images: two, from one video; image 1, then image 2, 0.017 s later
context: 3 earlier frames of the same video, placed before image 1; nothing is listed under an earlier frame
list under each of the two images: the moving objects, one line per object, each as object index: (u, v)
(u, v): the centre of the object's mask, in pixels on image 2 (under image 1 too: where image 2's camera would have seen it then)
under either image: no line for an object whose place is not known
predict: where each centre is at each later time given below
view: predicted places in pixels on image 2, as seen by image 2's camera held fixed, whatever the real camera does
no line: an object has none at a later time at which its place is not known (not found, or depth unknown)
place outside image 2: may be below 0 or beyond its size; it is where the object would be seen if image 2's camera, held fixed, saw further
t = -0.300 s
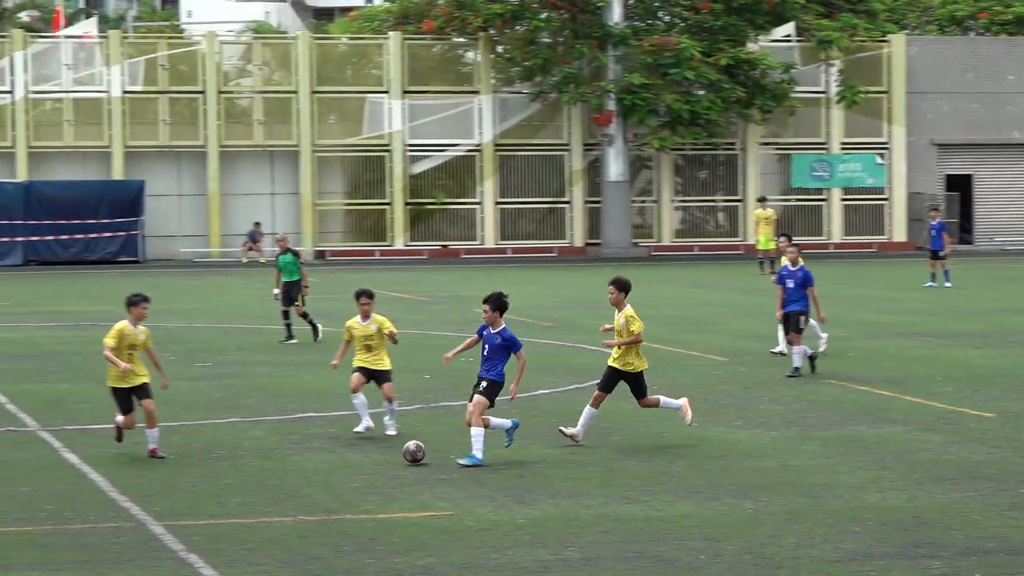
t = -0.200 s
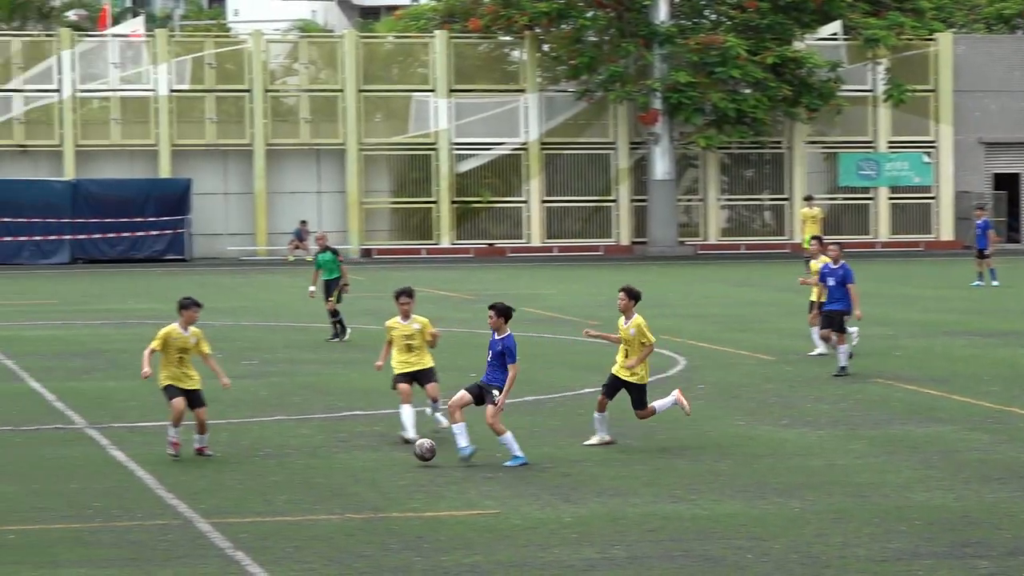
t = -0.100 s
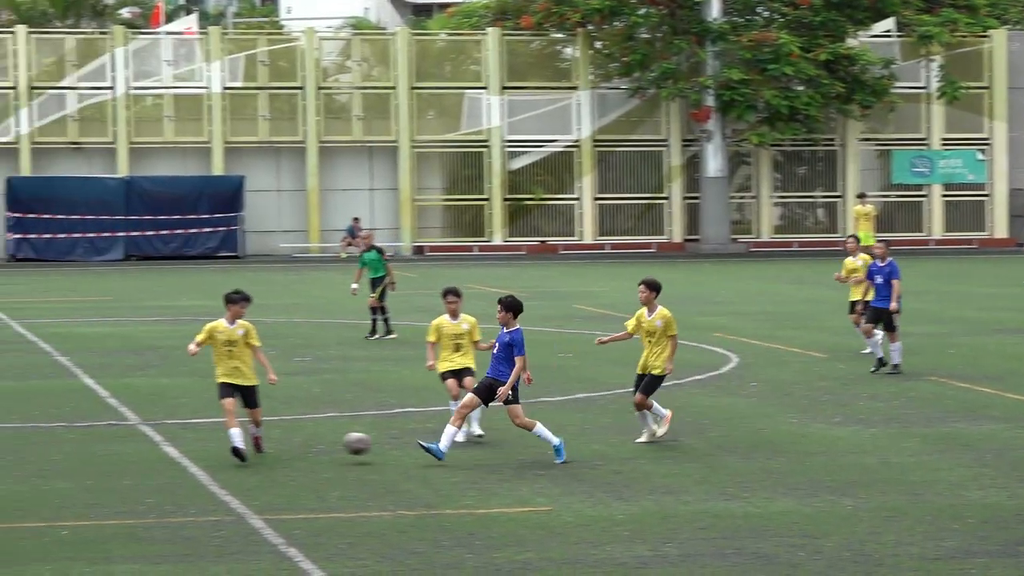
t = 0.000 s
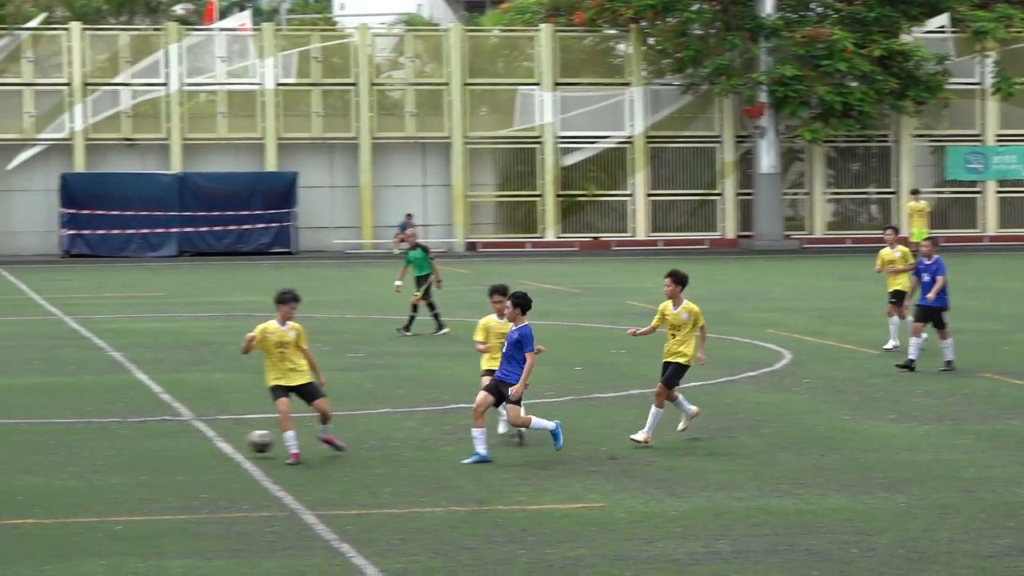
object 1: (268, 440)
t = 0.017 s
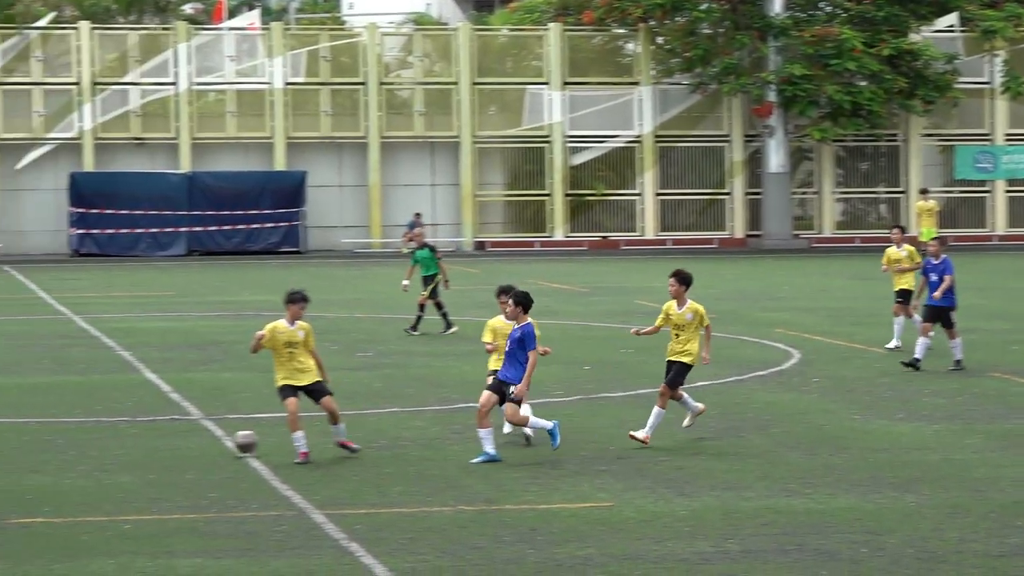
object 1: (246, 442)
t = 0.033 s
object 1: (221, 444)
